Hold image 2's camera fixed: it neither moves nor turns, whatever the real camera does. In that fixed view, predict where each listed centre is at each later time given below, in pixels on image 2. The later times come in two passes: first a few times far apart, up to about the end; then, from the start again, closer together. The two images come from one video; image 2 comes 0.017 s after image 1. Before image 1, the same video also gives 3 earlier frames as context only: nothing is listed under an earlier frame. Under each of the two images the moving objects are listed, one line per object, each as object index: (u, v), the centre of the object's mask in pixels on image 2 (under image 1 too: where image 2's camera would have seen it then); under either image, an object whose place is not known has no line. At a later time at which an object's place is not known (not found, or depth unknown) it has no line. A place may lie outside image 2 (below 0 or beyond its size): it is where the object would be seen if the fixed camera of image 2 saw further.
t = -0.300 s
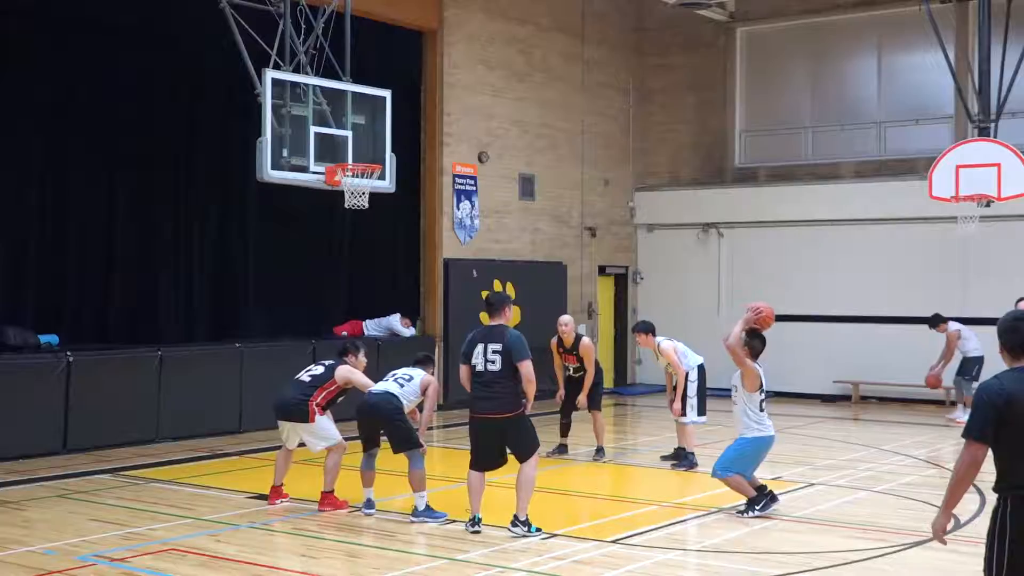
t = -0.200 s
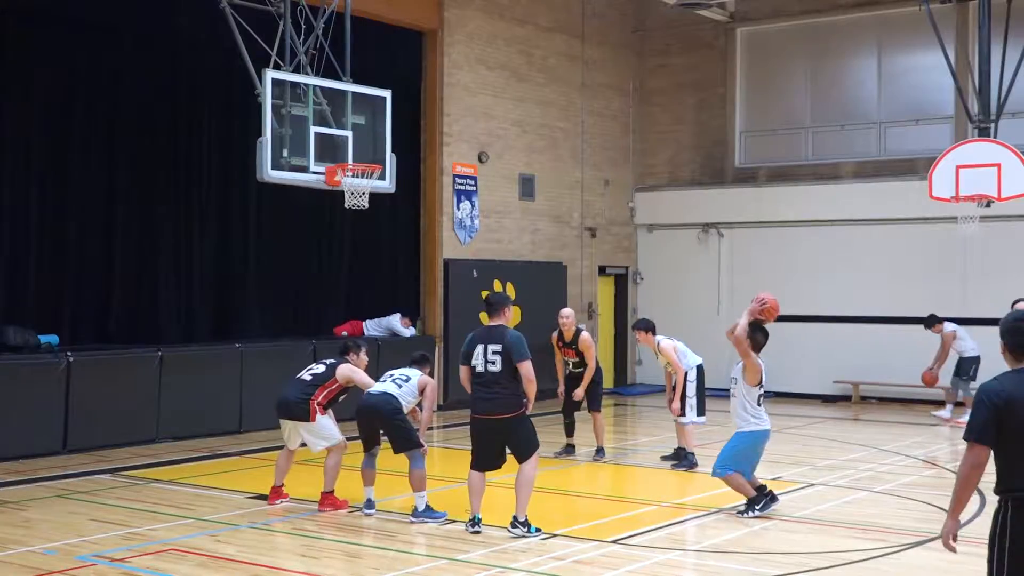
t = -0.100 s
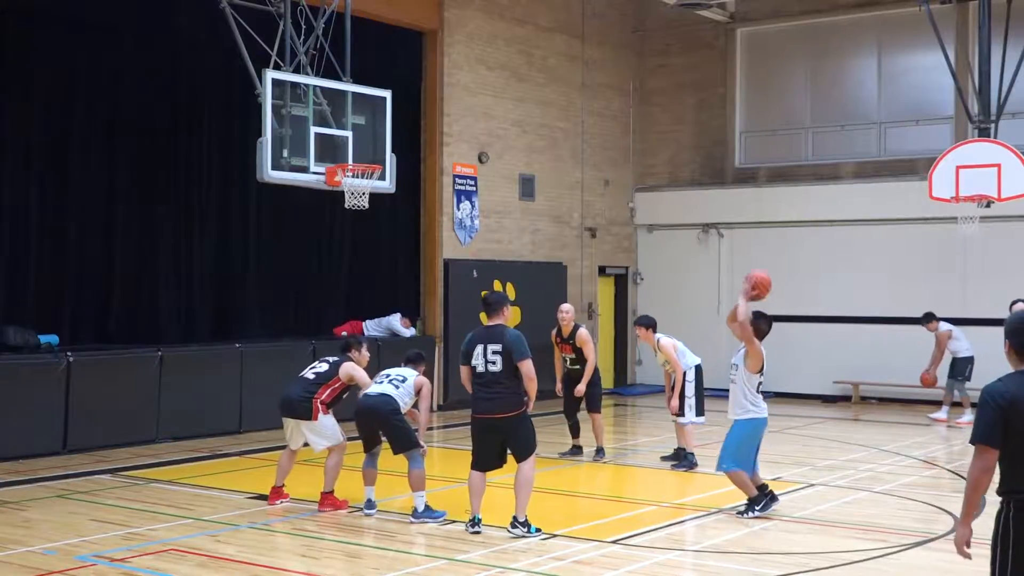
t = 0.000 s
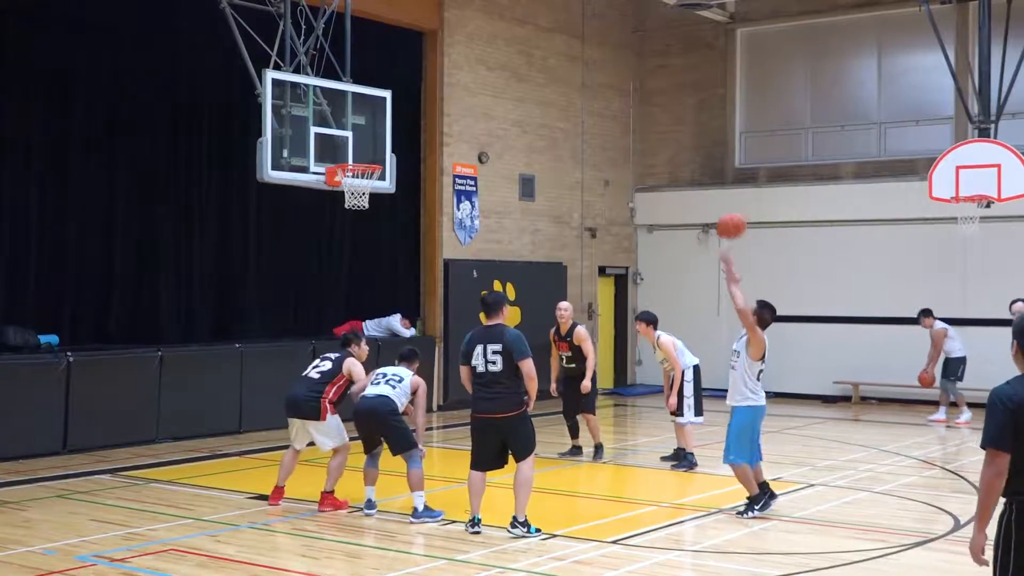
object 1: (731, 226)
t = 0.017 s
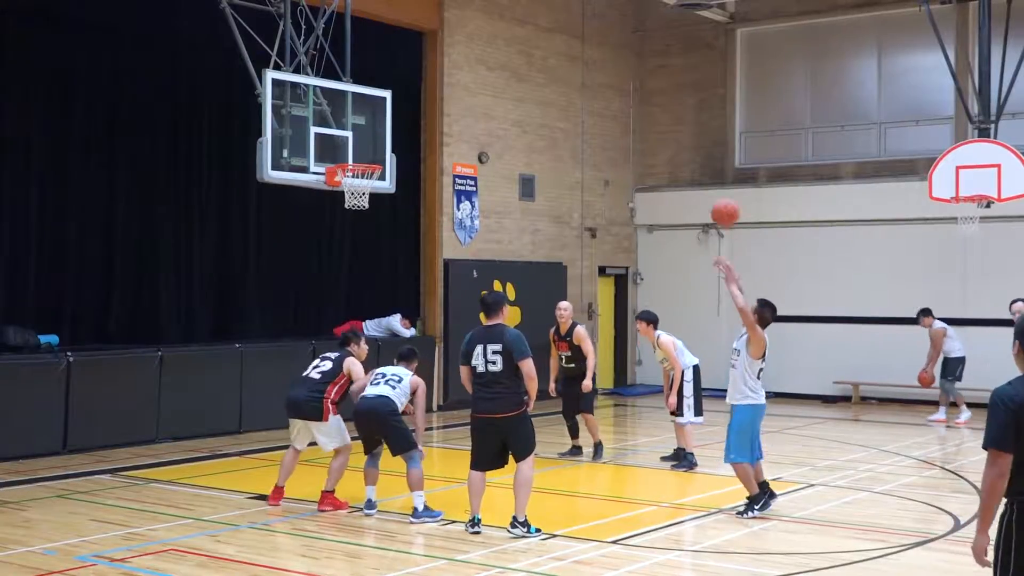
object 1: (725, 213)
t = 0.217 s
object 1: (652, 100)
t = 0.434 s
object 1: (578, 37)
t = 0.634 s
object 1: (517, 25)
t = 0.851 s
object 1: (454, 59)
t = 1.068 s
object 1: (397, 135)
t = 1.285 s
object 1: (396, 141)
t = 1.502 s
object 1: (412, 158)
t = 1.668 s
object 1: (423, 199)
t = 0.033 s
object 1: (719, 201)
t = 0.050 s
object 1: (712, 189)
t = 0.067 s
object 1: (706, 179)
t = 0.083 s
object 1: (700, 170)
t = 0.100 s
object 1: (694, 160)
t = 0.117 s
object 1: (688, 150)
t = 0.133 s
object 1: (681, 140)
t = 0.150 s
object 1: (676, 132)
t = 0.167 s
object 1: (669, 123)
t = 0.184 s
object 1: (663, 115)
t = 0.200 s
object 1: (658, 107)
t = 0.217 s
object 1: (652, 100)
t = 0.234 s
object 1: (645, 94)
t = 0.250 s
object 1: (639, 87)
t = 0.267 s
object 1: (633, 81)
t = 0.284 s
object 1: (628, 74)
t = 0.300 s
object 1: (622, 69)
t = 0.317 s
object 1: (617, 63)
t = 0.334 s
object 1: (612, 60)
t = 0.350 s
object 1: (605, 54)
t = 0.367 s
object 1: (600, 50)
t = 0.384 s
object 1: (595, 47)
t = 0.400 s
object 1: (589, 43)
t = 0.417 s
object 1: (584, 40)
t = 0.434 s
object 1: (578, 37)
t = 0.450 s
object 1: (573, 34)
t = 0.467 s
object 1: (568, 32)
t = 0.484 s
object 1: (563, 30)
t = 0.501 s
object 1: (558, 28)
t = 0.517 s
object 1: (553, 26)
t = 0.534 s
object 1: (548, 25)
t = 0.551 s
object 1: (542, 25)
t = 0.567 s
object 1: (537, 24)
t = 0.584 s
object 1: (532, 25)
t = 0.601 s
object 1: (527, 24)
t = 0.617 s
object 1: (522, 25)
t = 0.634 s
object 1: (517, 25)
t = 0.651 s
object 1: (511, 27)
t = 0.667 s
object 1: (507, 28)
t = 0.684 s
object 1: (502, 29)
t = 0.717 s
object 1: (492, 33)
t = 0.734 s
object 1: (487, 36)
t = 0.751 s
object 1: (482, 38)
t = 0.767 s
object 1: (477, 41)
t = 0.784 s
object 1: (473, 44)
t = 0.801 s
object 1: (468, 48)
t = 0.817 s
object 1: (463, 51)
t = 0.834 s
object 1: (458, 55)
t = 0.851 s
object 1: (454, 59)
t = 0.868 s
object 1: (450, 64)
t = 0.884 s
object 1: (446, 67)
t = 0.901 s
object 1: (440, 73)
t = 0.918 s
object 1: (436, 77)
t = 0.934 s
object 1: (431, 84)
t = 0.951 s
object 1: (426, 89)
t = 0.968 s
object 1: (423, 96)
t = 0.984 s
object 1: (418, 101)
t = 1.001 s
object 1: (413, 108)
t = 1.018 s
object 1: (409, 114)
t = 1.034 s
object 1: (405, 121)
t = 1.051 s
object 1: (401, 128)
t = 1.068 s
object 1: (397, 135)
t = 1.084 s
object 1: (393, 142)
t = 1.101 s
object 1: (388, 150)
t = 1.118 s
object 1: (385, 157)
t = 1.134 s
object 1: (385, 155)
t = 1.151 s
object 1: (386, 153)
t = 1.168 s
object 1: (388, 151)
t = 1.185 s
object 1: (389, 148)
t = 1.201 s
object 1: (390, 147)
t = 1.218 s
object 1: (391, 145)
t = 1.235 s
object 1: (393, 144)
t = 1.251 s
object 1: (394, 143)
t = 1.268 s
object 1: (395, 142)
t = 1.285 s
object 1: (396, 141)
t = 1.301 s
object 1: (397, 141)
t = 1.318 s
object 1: (399, 141)
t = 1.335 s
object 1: (400, 141)
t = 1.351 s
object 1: (401, 142)
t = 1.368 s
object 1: (402, 143)
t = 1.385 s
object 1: (403, 144)
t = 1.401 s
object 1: (404, 145)
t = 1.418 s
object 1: (406, 146)
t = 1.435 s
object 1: (407, 148)
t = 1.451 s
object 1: (408, 150)
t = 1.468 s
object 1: (409, 153)
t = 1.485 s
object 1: (410, 155)
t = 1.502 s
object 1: (412, 158)
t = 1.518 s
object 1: (413, 161)
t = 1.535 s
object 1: (414, 164)
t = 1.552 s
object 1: (415, 168)
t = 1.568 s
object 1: (417, 172)
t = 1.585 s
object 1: (418, 176)
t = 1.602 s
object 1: (419, 180)
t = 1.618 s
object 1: (420, 185)
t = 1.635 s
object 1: (421, 189)
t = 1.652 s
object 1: (422, 194)
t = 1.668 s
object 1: (423, 199)
